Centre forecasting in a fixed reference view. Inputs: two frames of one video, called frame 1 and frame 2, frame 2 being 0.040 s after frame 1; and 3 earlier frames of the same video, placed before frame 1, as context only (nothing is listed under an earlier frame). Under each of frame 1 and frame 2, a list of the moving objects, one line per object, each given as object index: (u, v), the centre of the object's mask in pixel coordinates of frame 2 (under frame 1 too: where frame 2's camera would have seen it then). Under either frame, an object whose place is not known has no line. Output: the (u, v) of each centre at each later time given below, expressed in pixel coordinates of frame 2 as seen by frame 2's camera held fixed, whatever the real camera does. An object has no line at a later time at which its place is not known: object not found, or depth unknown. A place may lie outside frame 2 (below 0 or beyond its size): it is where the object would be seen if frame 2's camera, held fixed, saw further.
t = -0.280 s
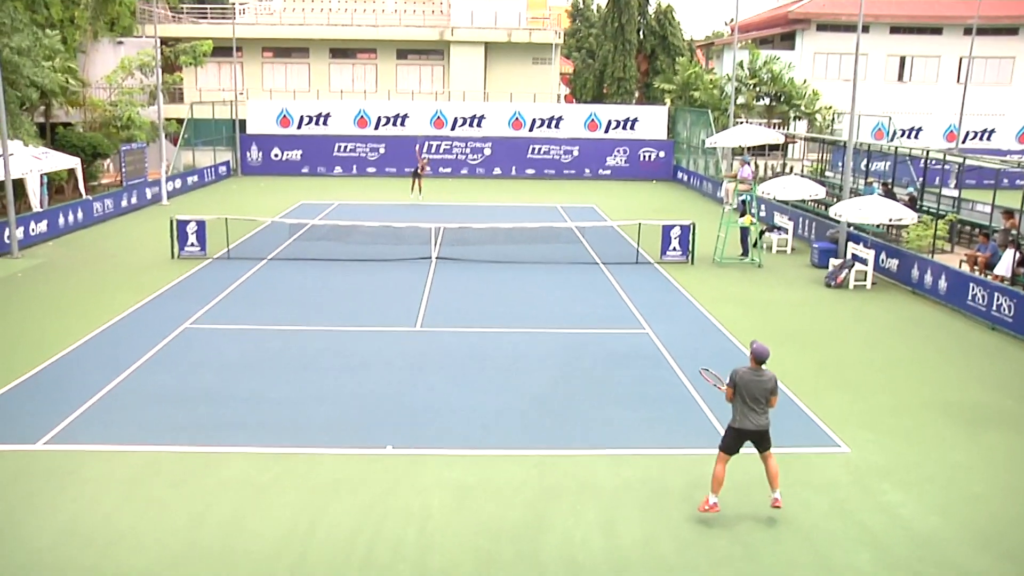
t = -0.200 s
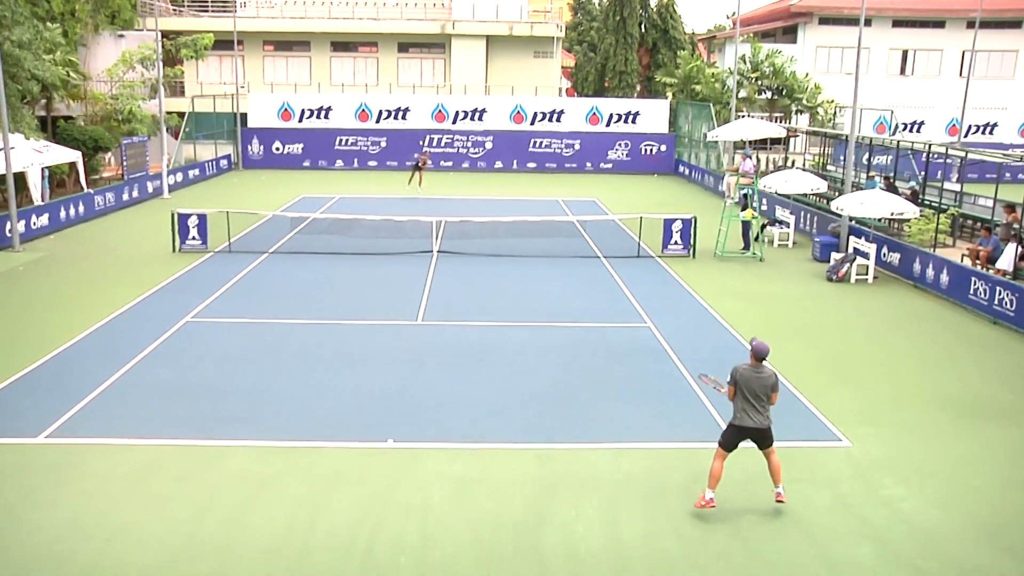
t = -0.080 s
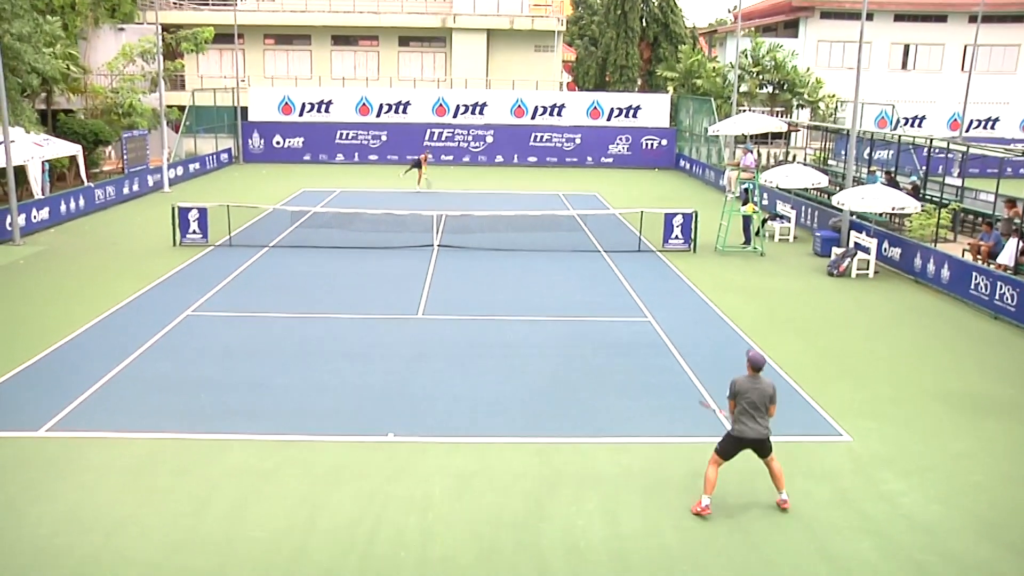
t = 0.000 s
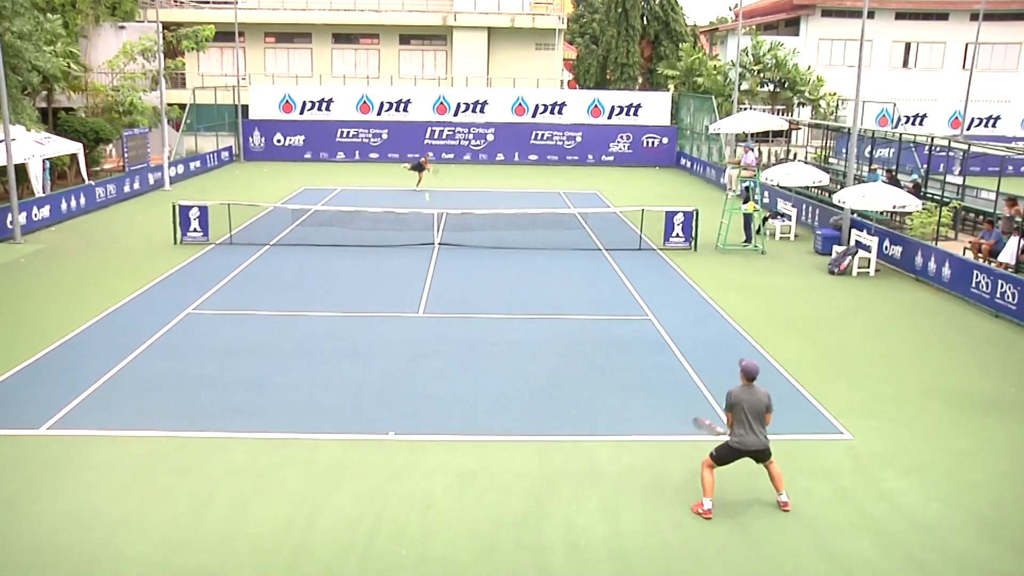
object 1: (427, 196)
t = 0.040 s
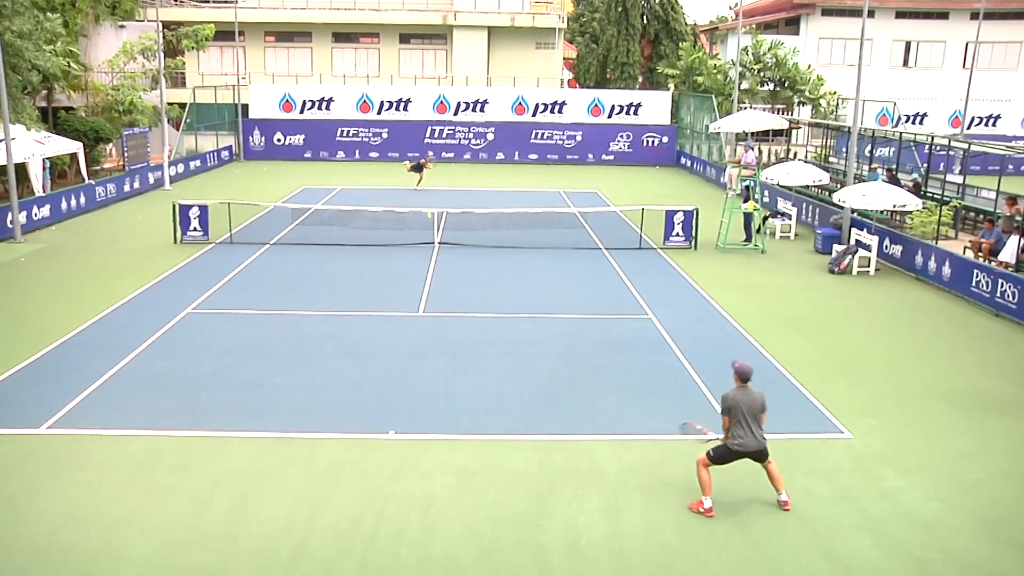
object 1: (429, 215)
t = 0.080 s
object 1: (431, 233)
